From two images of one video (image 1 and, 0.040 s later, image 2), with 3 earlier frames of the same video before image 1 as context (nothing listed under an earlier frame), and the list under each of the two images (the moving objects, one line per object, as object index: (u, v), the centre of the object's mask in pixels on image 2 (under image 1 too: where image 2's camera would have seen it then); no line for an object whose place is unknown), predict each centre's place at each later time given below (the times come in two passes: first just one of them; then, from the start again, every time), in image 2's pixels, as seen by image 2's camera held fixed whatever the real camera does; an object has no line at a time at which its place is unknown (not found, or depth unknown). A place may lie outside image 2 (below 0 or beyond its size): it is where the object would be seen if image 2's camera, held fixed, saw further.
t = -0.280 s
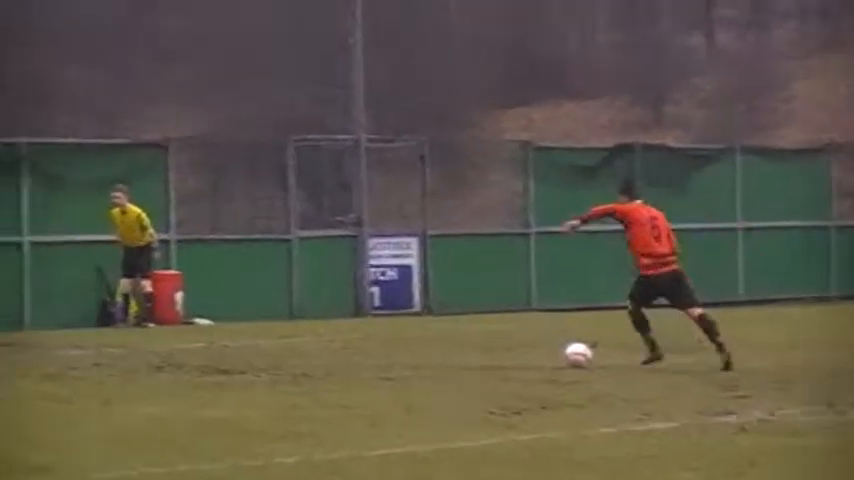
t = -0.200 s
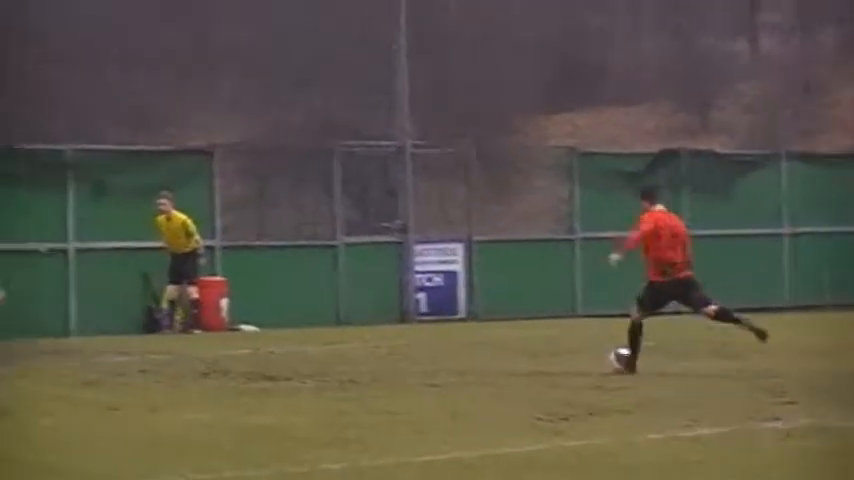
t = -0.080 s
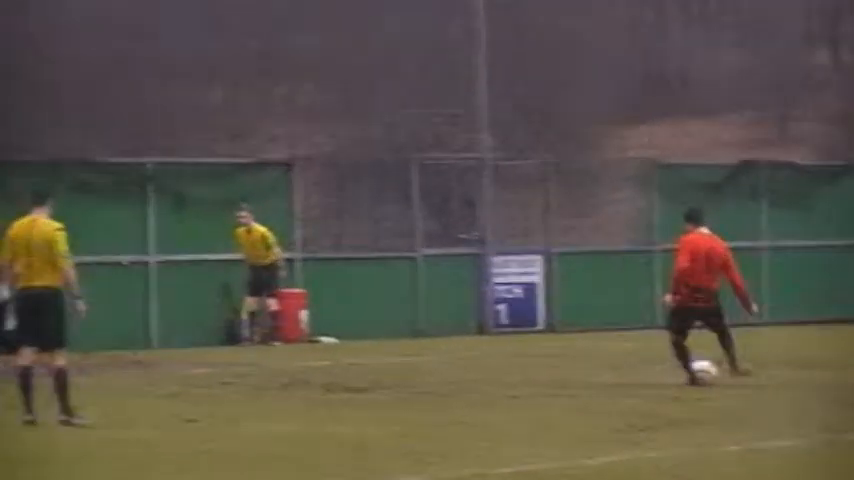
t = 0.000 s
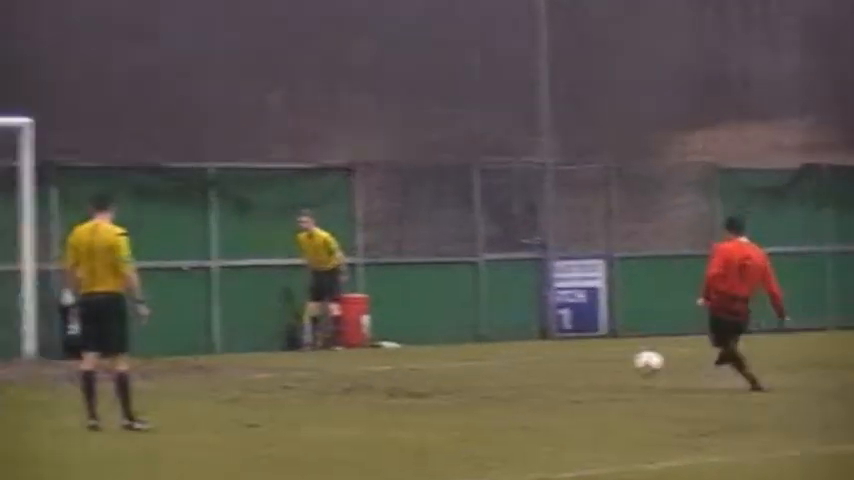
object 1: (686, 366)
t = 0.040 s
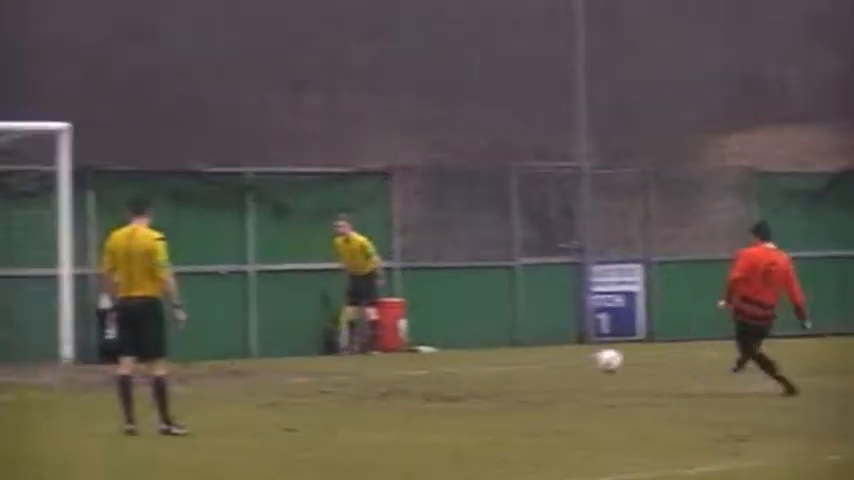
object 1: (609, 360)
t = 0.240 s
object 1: (257, 356)
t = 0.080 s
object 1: (534, 355)
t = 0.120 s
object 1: (461, 352)
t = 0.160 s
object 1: (392, 351)
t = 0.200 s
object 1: (323, 353)
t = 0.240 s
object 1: (257, 356)
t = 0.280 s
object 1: (193, 361)
